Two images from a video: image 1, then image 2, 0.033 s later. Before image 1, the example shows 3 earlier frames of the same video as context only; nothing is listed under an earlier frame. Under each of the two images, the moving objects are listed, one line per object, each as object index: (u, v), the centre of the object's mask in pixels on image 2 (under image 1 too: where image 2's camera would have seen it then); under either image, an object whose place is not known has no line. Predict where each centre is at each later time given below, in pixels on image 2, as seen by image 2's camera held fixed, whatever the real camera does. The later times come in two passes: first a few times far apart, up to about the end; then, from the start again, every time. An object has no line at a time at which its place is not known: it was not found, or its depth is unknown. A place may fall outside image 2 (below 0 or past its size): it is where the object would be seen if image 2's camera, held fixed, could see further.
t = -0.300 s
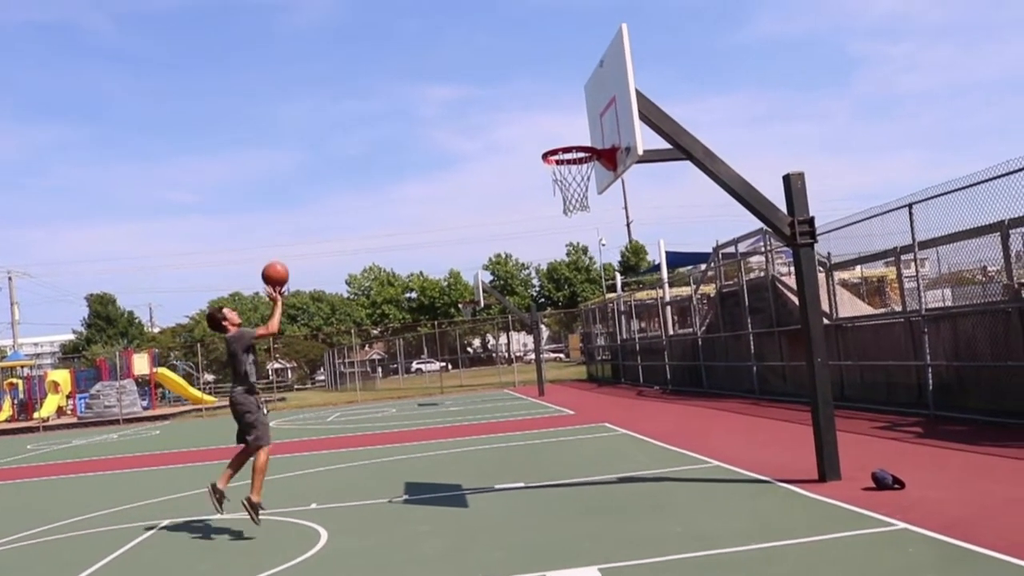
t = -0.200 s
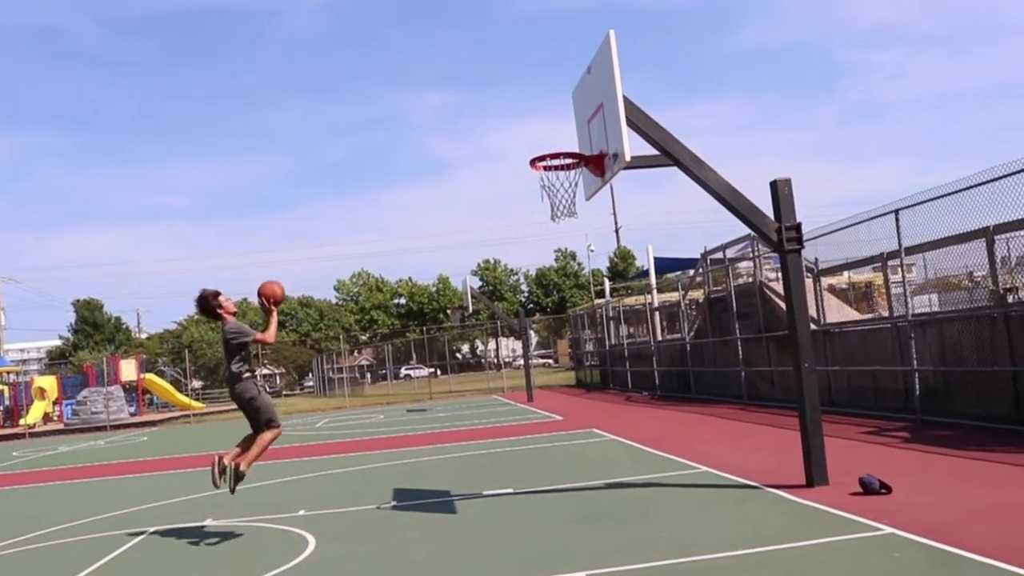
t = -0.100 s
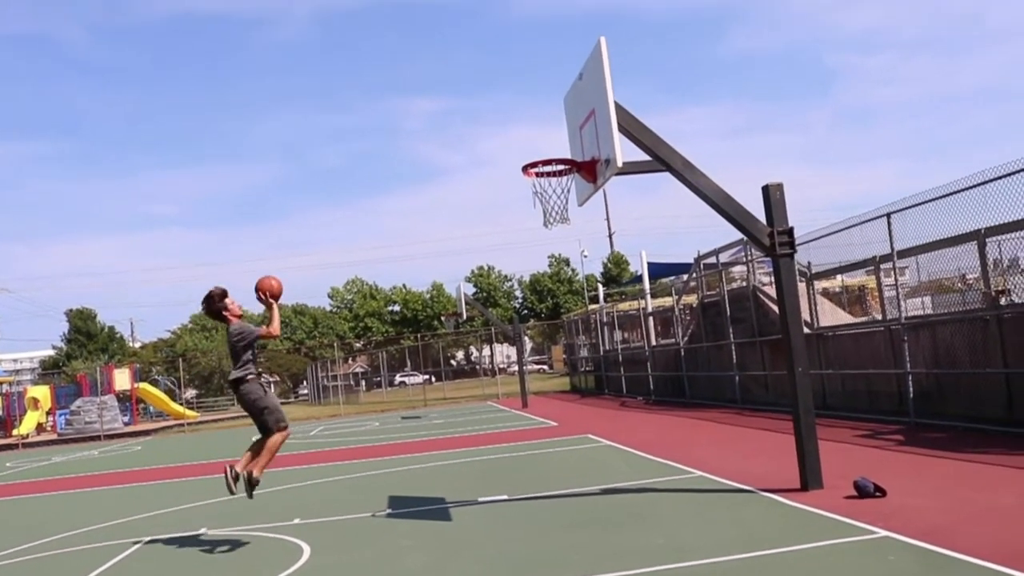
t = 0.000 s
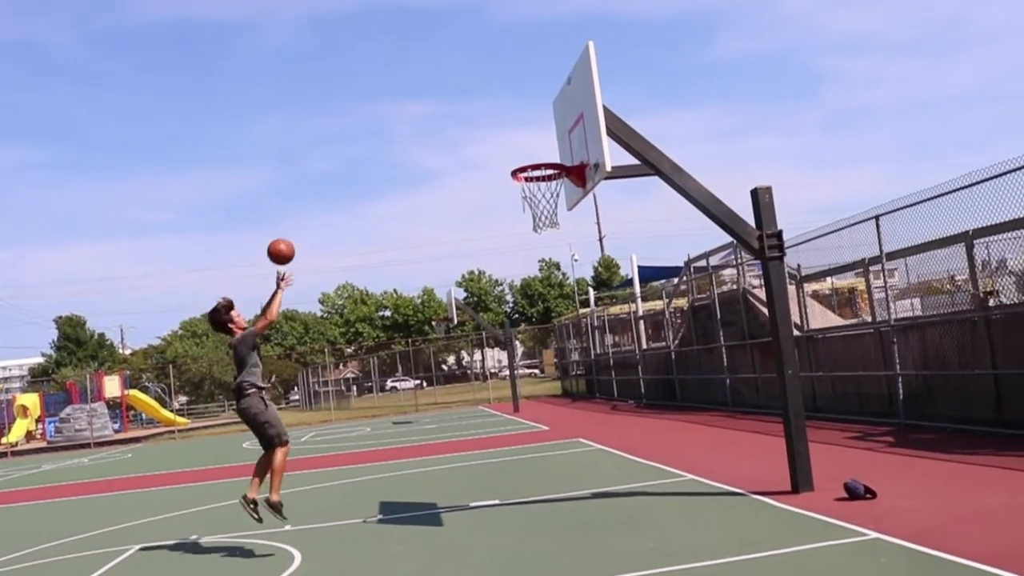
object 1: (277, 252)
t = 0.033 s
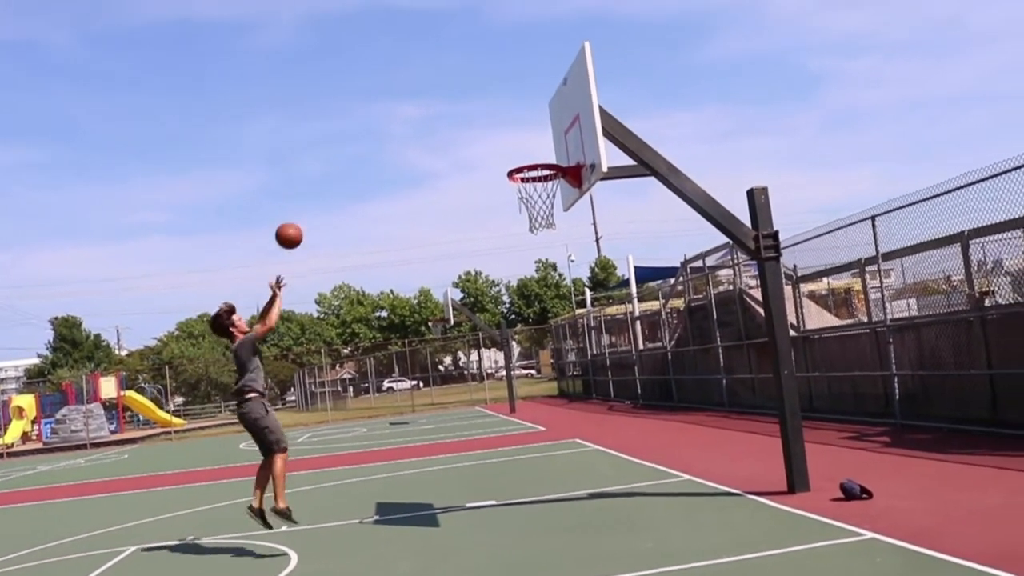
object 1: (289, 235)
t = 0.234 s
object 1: (361, 161)
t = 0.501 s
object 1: (460, 131)
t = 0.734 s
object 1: (546, 157)
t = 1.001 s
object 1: (533, 126)
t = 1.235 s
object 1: (511, 161)
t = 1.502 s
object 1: (543, 154)
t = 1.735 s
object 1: (524, 167)
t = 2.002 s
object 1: (554, 192)
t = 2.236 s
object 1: (554, 231)
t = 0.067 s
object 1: (301, 220)
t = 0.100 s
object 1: (313, 206)
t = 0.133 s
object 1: (325, 193)
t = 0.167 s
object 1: (337, 182)
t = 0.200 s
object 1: (349, 171)
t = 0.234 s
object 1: (361, 161)
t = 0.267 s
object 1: (373, 153)
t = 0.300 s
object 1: (385, 146)
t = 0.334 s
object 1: (397, 141)
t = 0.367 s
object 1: (410, 136)
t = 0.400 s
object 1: (422, 133)
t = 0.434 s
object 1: (435, 131)
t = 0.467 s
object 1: (447, 130)
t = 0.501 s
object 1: (460, 131)
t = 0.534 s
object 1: (473, 132)
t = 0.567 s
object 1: (486, 135)
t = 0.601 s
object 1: (499, 139)
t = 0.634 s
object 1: (512, 144)
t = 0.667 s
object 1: (525, 150)
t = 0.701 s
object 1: (538, 155)
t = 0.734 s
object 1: (546, 157)
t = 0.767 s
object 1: (551, 150)
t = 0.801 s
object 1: (555, 143)
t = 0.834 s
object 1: (555, 136)
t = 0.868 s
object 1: (550, 132)
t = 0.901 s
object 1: (546, 129)
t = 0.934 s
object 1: (542, 126)
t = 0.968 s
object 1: (537, 126)
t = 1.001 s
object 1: (533, 126)
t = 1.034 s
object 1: (530, 127)
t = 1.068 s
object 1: (526, 130)
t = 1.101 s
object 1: (523, 133)
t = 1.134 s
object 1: (519, 139)
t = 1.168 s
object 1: (516, 145)
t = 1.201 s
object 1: (513, 152)
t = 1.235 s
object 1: (511, 161)
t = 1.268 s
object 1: (514, 155)
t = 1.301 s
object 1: (518, 152)
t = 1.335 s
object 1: (522, 150)
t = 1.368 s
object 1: (525, 149)
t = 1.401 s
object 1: (529, 149)
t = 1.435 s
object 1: (534, 150)
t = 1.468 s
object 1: (539, 152)
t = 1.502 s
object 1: (543, 154)
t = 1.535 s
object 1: (548, 160)
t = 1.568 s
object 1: (545, 159)
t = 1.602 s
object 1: (539, 160)
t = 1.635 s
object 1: (534, 158)
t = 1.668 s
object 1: (528, 159)
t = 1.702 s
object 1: (524, 165)
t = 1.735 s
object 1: (524, 167)
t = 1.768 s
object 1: (527, 162)
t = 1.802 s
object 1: (530, 169)
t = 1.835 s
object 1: (536, 175)
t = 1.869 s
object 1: (541, 180)
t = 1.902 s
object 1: (546, 182)
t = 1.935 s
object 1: (549, 186)
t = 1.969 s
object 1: (552, 189)
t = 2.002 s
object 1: (554, 192)
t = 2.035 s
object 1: (555, 196)
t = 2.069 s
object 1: (555, 200)
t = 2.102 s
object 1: (555, 204)
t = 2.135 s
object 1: (553, 209)
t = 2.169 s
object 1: (554, 215)
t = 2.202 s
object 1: (553, 222)
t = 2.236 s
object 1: (554, 231)
